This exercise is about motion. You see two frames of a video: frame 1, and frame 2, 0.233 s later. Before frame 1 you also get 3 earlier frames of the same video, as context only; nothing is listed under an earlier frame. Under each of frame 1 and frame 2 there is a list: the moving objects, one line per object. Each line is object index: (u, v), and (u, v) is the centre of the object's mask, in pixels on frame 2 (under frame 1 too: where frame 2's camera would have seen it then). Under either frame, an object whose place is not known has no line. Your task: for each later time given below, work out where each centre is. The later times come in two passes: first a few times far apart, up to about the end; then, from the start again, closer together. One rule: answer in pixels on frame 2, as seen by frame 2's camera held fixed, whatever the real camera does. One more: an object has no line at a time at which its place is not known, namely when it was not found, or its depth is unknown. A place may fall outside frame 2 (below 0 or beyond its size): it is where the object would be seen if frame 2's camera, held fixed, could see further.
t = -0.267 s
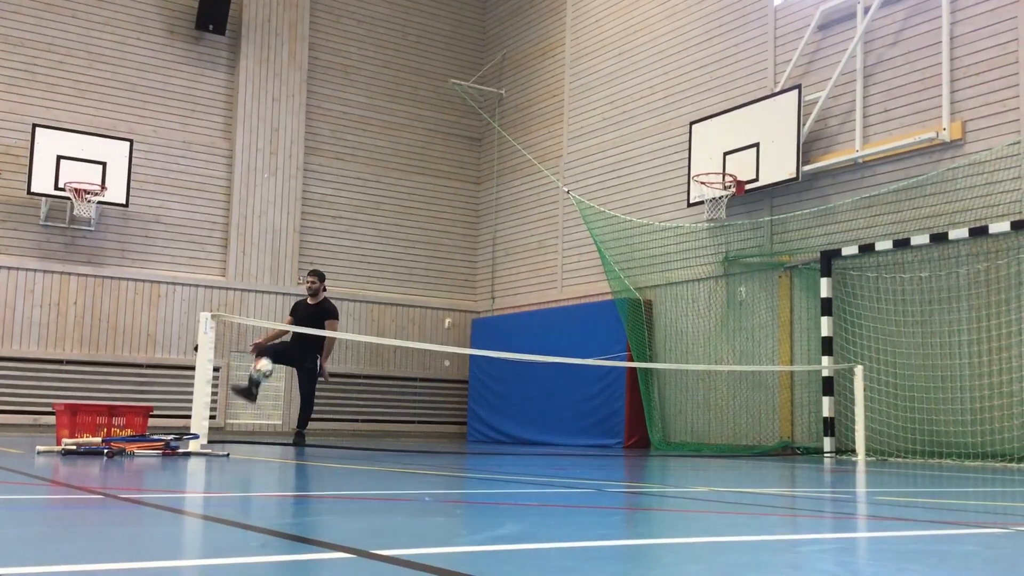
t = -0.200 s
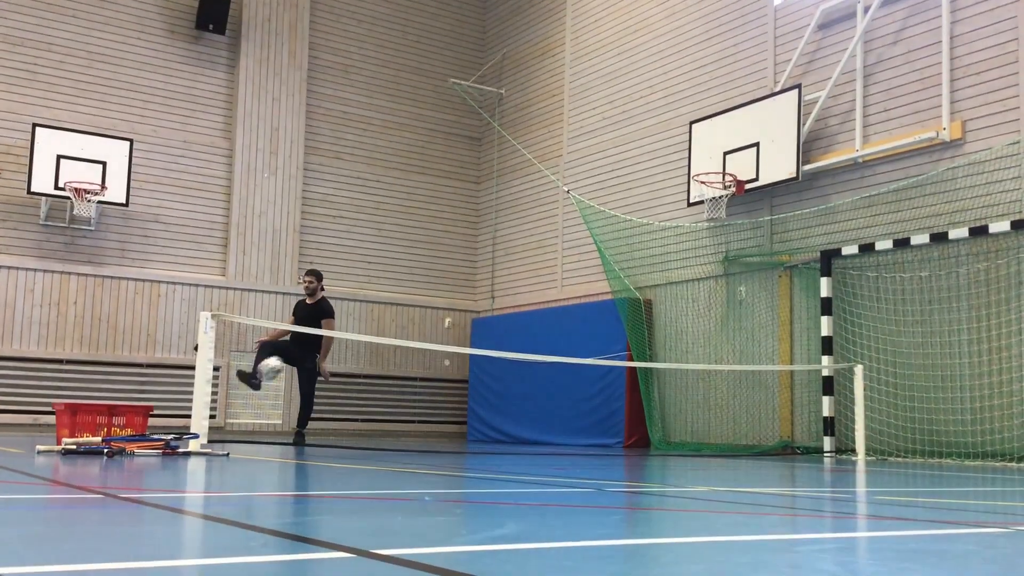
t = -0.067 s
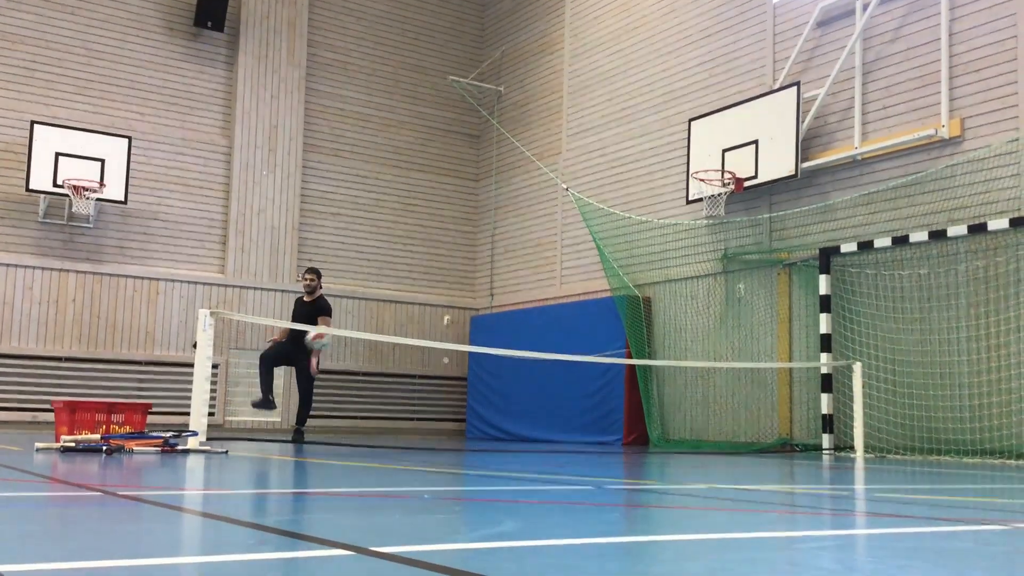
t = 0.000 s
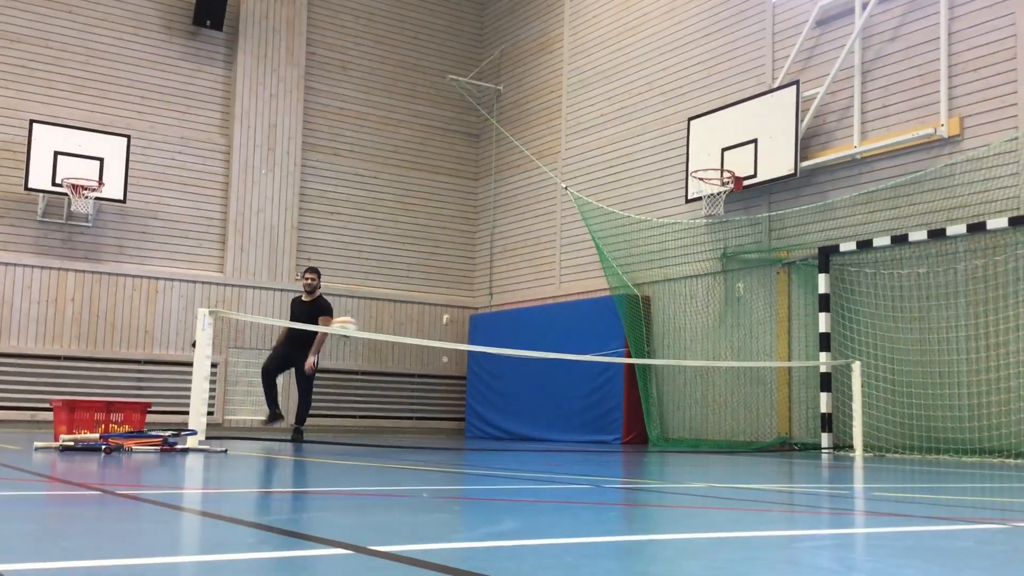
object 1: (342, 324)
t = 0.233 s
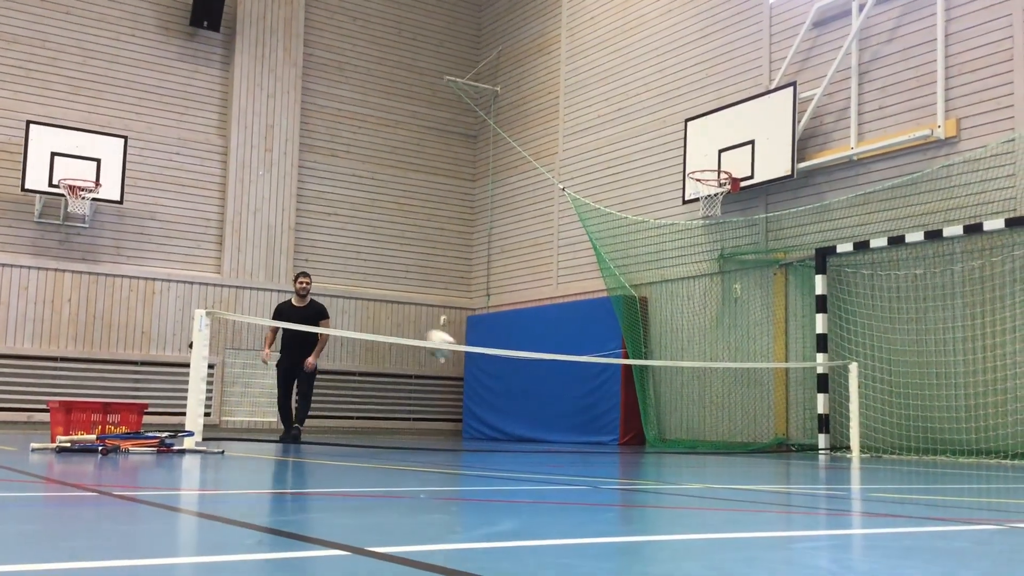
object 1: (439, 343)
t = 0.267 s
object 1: (455, 351)
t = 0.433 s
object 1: (521, 411)
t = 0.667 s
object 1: (508, 430)
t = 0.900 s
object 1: (480, 436)
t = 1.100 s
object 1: (458, 435)
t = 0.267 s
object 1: (455, 351)
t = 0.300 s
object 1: (472, 363)
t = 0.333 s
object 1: (488, 374)
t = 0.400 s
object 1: (514, 400)
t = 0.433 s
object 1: (521, 411)
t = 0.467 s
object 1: (524, 421)
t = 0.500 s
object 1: (524, 427)
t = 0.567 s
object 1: (520, 437)
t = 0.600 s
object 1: (517, 433)
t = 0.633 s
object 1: (512, 431)
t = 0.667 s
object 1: (508, 430)
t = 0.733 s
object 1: (500, 434)
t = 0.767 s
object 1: (495, 437)
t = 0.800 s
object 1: (492, 435)
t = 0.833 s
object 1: (487, 434)
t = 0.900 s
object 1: (480, 436)
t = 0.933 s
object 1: (476, 435)
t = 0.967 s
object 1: (473, 435)
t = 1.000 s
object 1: (469, 436)
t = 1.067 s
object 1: (462, 436)
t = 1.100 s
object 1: (458, 435)
